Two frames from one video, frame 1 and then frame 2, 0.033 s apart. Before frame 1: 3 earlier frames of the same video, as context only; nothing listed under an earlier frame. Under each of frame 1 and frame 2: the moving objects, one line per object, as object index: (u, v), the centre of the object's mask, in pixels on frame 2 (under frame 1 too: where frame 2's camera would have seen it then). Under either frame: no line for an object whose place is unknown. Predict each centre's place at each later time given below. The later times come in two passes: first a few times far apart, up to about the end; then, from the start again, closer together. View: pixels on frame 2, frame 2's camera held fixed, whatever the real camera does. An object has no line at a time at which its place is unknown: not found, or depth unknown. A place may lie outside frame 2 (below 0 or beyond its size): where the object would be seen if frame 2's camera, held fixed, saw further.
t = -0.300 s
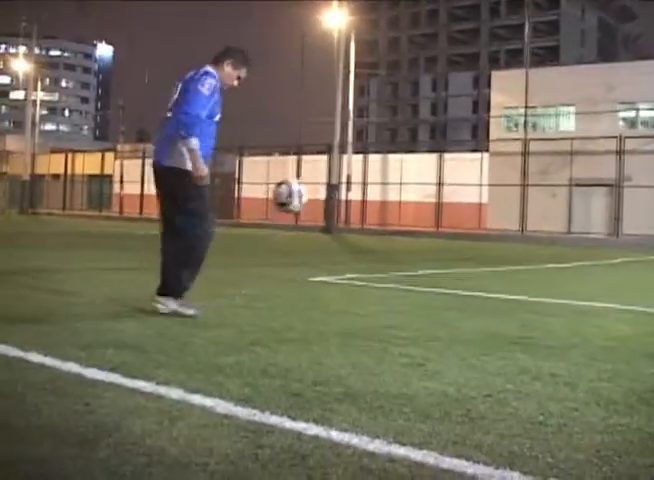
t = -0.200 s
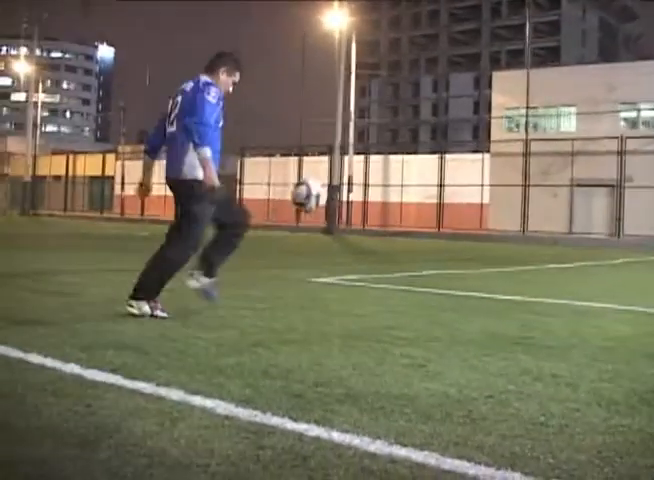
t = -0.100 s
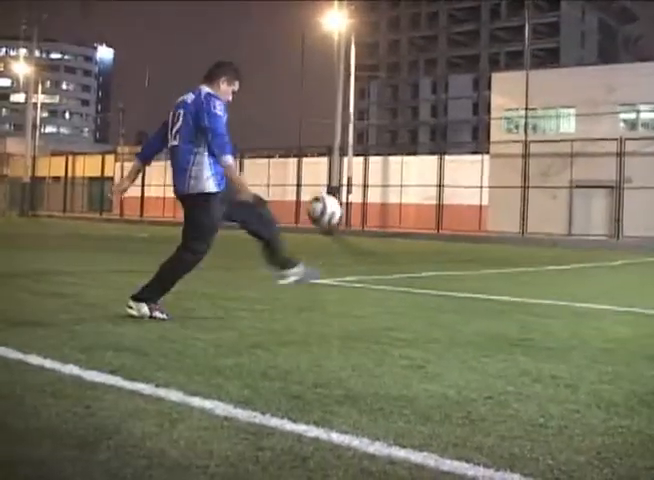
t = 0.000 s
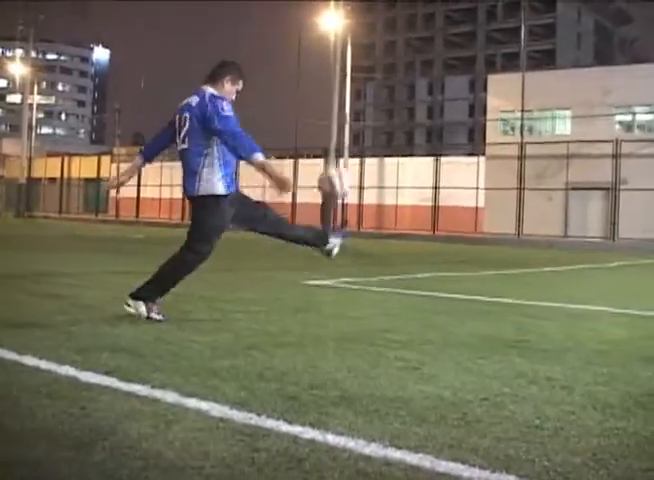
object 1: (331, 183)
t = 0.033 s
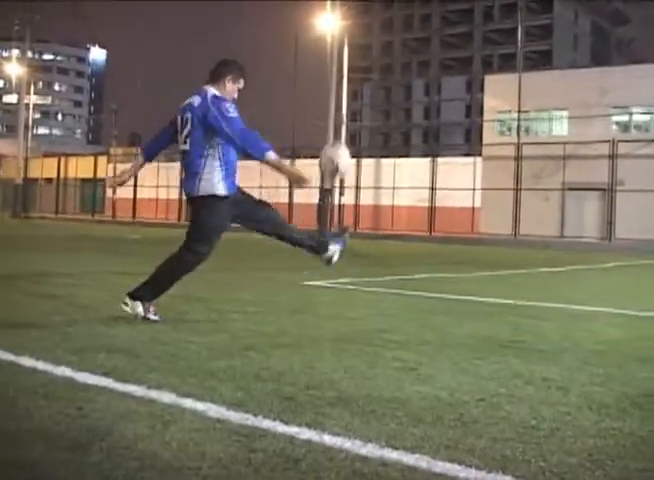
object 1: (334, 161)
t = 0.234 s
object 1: (359, 61)
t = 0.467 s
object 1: (376, 25)
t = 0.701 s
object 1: (394, 58)
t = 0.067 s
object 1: (339, 139)
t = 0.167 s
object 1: (352, 88)
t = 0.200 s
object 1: (355, 73)
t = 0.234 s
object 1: (359, 61)
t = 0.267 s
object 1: (363, 49)
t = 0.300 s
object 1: (365, 41)
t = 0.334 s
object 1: (367, 34)
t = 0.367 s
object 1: (369, 30)
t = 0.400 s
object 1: (372, 26)
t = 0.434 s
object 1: (374, 25)
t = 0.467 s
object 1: (376, 25)
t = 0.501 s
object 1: (380, 25)
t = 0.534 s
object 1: (383, 28)
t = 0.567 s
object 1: (386, 30)
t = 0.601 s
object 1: (388, 34)
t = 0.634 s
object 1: (391, 41)
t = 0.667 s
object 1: (391, 50)
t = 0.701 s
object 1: (394, 58)
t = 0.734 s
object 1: (396, 69)
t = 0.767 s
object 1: (397, 81)
